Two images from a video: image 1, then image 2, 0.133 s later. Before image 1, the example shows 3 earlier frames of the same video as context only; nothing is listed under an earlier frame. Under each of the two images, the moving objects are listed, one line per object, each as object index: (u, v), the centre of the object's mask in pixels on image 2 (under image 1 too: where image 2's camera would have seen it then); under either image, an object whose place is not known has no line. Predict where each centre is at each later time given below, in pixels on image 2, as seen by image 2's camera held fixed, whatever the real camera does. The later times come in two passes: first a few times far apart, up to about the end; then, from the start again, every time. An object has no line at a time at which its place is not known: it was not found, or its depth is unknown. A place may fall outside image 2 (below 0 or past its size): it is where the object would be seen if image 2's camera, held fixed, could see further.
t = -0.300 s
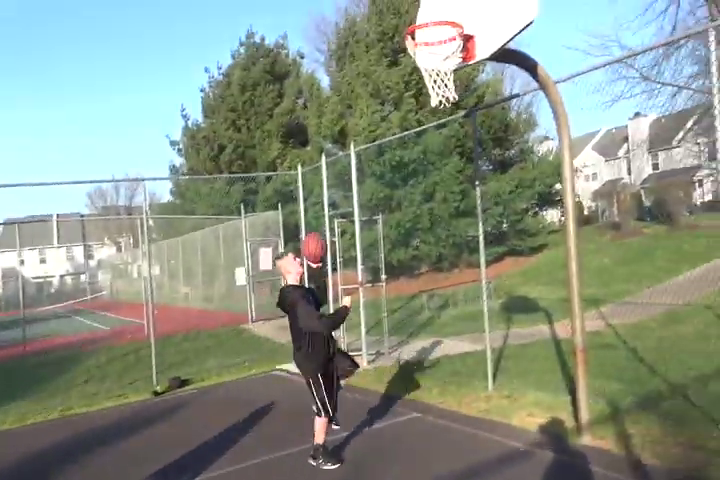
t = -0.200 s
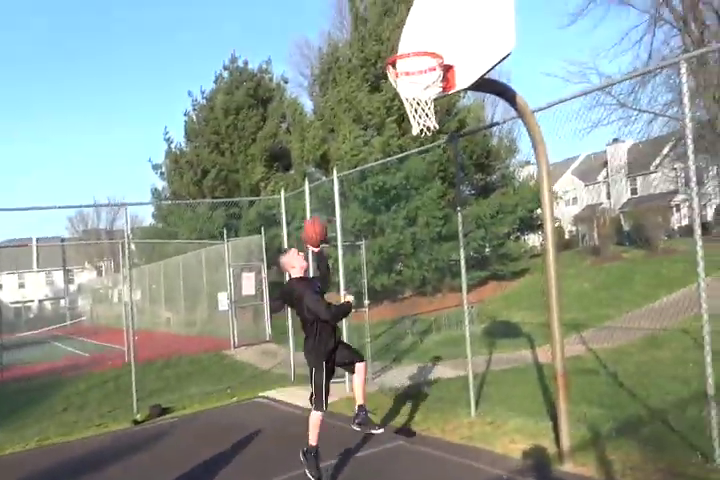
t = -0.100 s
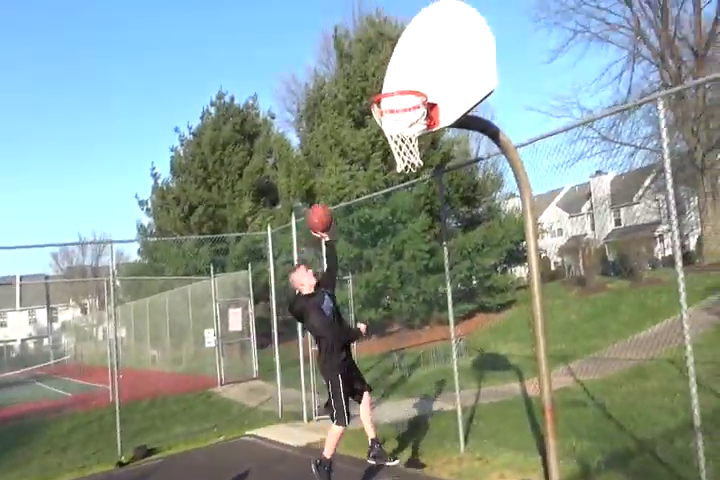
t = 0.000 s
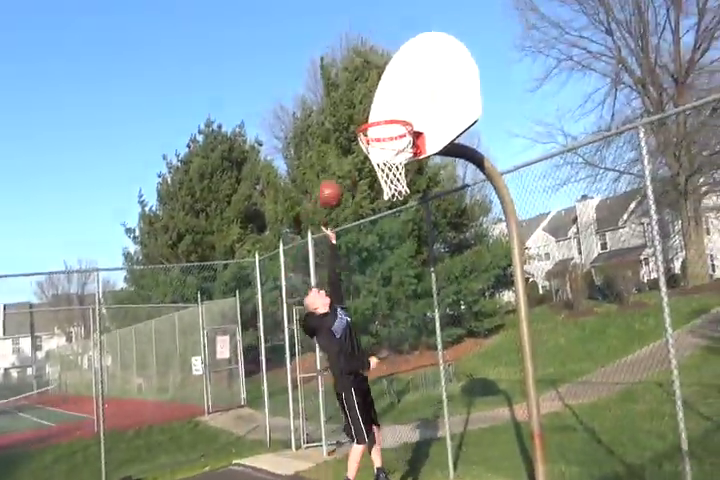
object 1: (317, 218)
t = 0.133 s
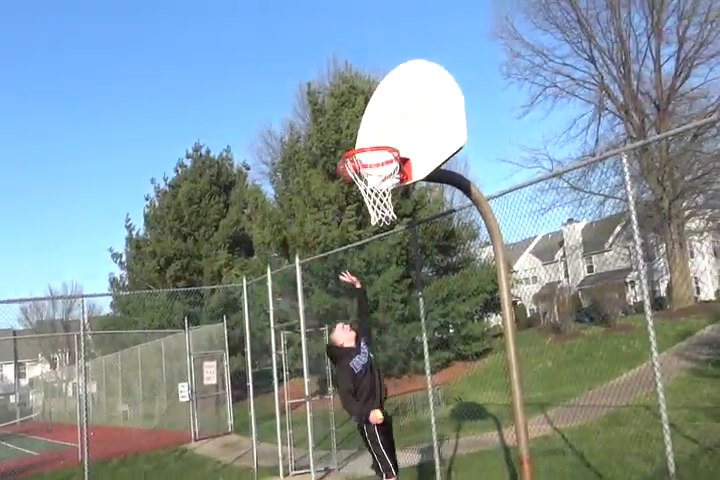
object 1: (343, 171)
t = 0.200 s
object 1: (367, 151)
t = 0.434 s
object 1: (368, 148)
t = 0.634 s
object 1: (364, 201)
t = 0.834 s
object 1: (362, 268)
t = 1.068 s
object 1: (374, 419)
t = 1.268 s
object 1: (389, 521)
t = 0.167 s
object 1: (362, 156)
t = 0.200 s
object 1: (367, 151)
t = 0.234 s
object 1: (370, 148)
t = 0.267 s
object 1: (369, 138)
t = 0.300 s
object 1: (368, 137)
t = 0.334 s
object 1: (368, 137)
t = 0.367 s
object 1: (368, 137)
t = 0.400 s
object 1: (367, 138)
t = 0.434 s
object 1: (368, 148)
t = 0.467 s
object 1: (369, 152)
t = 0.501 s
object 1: (369, 161)
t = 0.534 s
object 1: (367, 169)
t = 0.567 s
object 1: (365, 180)
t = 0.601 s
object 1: (363, 192)
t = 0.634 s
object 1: (364, 201)
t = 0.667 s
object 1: (365, 217)
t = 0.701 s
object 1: (362, 219)
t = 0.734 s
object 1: (361, 228)
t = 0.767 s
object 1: (362, 241)
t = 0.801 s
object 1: (362, 253)
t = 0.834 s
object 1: (362, 268)
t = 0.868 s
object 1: (363, 285)
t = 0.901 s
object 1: (364, 303)
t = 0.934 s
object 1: (365, 323)
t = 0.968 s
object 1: (367, 345)
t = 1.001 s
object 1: (368, 368)
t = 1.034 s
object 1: (372, 392)
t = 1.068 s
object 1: (374, 419)
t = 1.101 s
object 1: (377, 449)
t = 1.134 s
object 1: (381, 477)
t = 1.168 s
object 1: (385, 510)
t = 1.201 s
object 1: (387, 542)
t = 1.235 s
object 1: (389, 547)
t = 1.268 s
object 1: (389, 521)
